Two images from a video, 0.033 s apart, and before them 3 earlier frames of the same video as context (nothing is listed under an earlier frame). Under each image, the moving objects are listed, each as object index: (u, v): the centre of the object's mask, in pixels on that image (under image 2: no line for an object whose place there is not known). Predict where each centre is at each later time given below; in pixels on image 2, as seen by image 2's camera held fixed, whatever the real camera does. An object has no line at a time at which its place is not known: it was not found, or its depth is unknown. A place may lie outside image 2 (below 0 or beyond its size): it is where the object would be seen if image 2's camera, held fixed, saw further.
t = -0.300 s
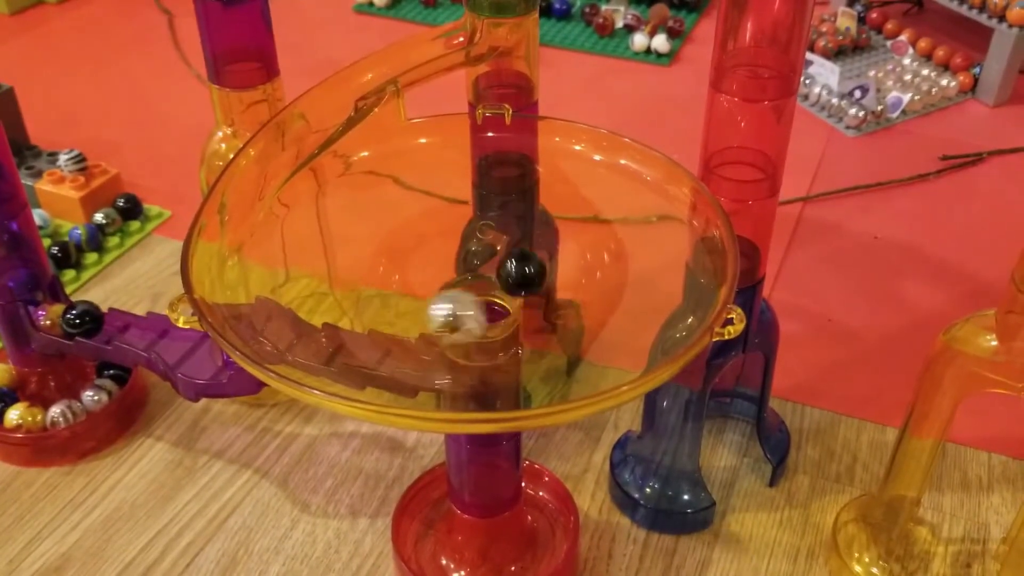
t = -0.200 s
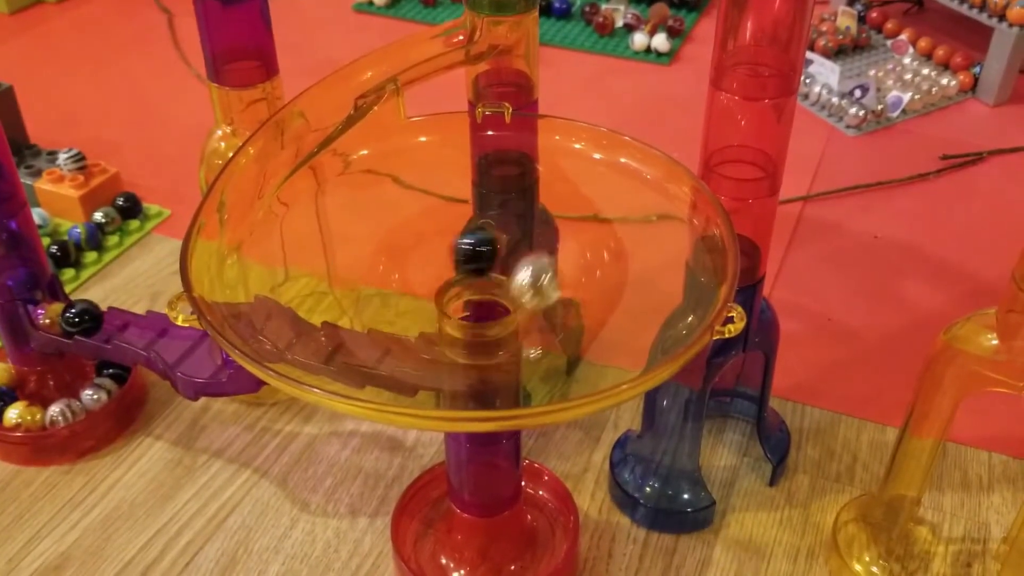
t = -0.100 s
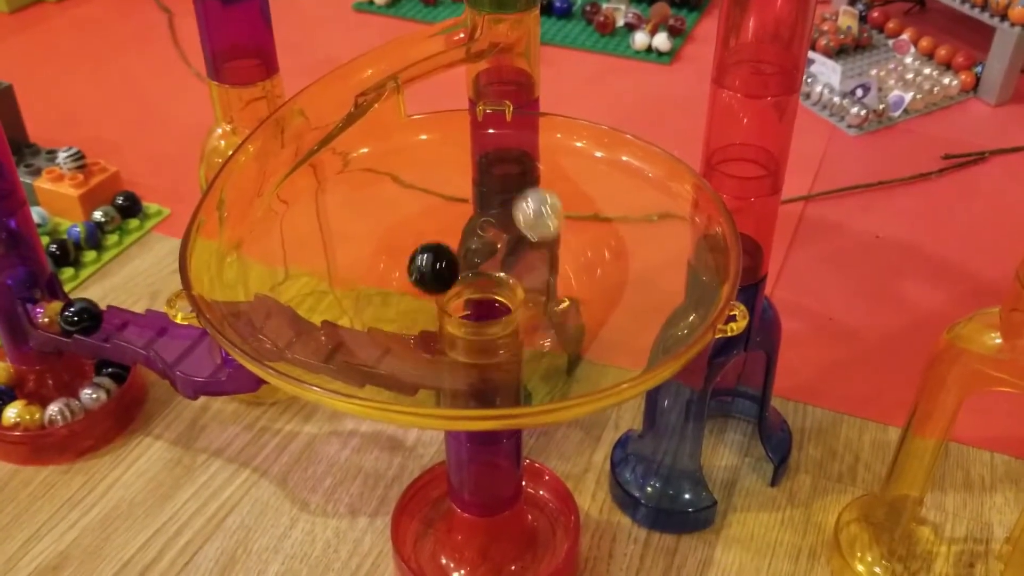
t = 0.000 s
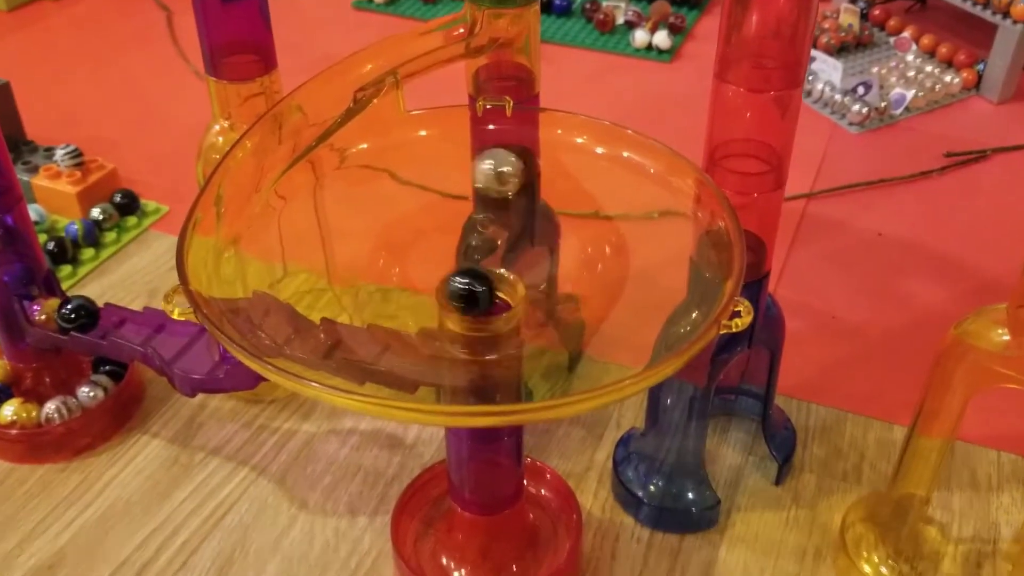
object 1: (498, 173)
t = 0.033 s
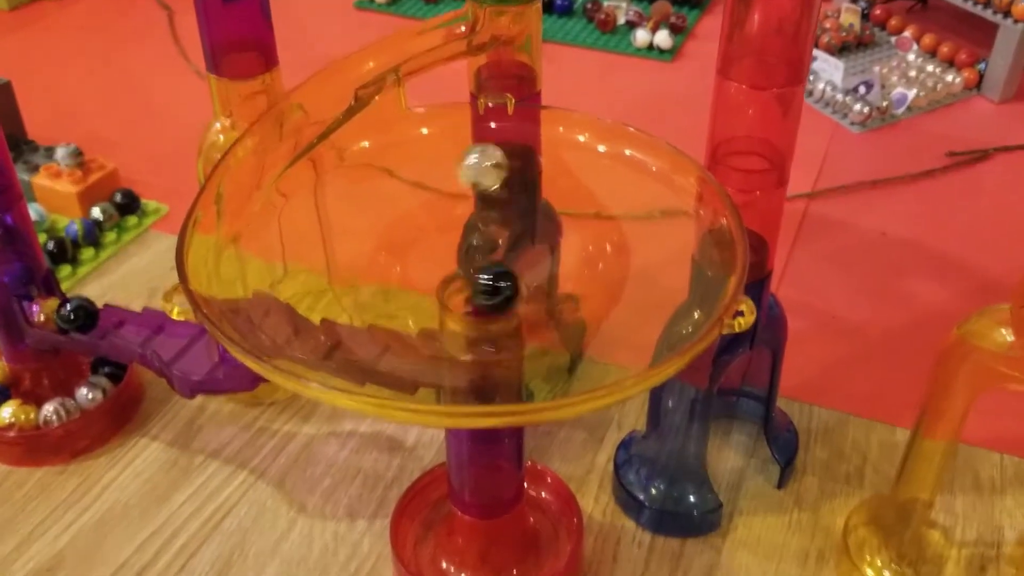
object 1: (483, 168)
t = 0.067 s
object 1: (465, 169)
